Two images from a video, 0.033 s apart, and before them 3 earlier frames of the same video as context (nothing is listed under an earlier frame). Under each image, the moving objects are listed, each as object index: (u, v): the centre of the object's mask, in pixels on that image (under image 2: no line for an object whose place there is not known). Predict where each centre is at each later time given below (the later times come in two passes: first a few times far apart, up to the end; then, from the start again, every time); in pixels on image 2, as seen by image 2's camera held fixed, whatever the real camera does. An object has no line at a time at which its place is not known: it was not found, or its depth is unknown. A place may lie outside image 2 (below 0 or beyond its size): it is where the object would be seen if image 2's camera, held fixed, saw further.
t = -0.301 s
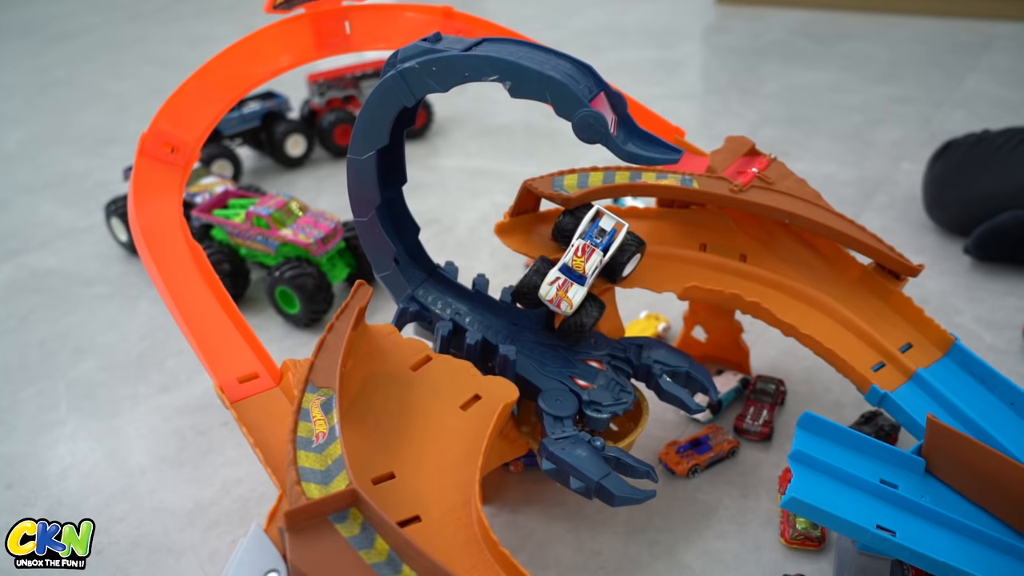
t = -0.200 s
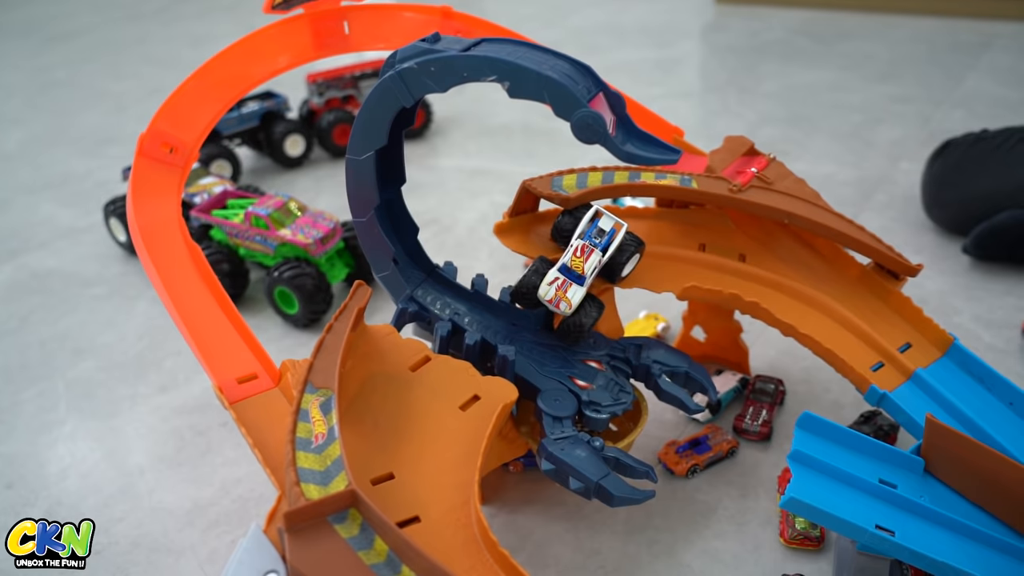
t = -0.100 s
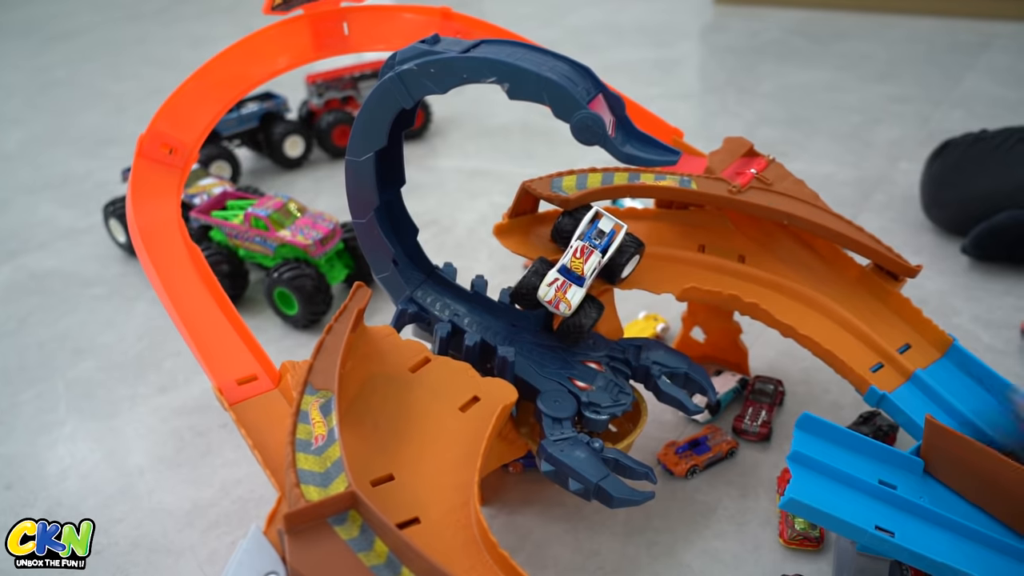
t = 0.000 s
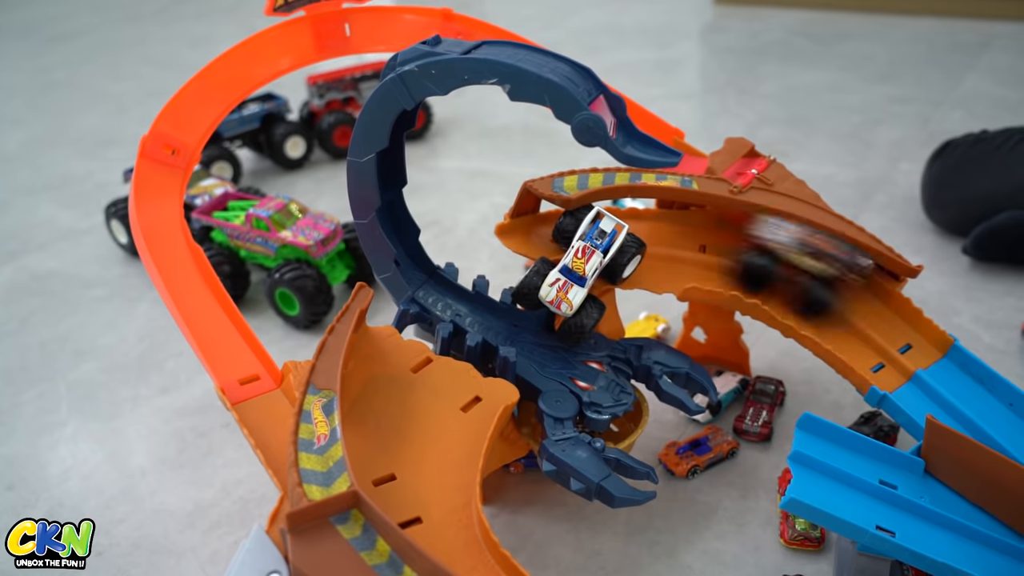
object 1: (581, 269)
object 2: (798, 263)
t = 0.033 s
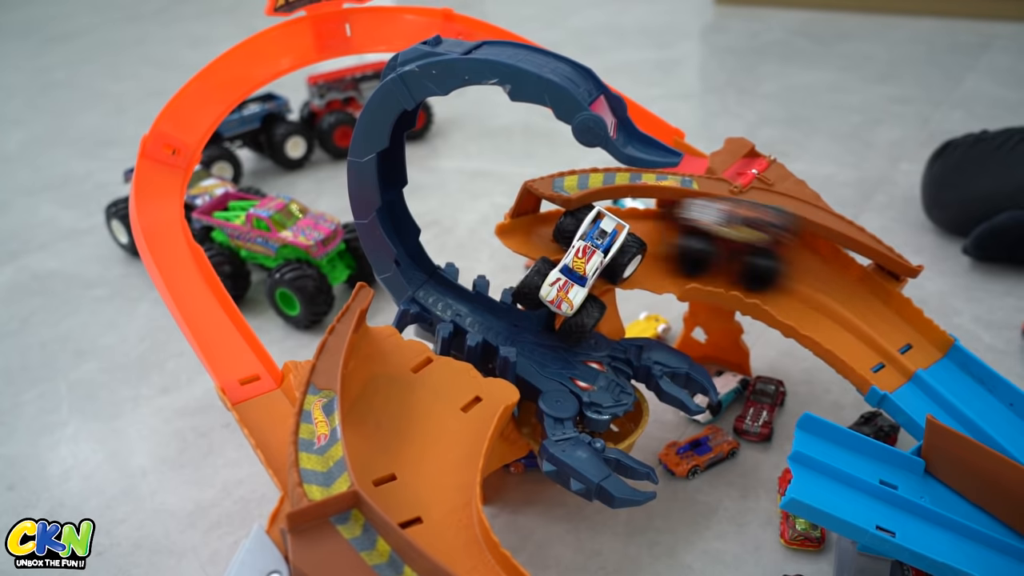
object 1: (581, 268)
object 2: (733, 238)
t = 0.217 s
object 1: (530, 288)
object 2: (642, 237)
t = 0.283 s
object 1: (538, 281)
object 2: (647, 236)
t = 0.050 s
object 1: (580, 269)
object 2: (702, 233)
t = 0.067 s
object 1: (574, 269)
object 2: (690, 232)
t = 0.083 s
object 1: (563, 271)
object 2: (680, 233)
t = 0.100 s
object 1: (552, 275)
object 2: (671, 234)
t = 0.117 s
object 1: (540, 283)
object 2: (663, 235)
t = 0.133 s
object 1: (532, 288)
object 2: (657, 237)
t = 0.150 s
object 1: (530, 288)
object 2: (653, 237)
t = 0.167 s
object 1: (528, 289)
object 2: (648, 237)
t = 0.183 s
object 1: (528, 289)
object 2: (645, 237)
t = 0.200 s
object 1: (529, 288)
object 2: (643, 237)
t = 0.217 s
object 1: (530, 288)
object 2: (642, 237)
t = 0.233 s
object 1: (532, 287)
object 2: (642, 237)
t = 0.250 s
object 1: (534, 285)
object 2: (643, 237)
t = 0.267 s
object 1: (536, 283)
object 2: (645, 236)
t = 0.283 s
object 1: (538, 281)
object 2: (647, 236)
